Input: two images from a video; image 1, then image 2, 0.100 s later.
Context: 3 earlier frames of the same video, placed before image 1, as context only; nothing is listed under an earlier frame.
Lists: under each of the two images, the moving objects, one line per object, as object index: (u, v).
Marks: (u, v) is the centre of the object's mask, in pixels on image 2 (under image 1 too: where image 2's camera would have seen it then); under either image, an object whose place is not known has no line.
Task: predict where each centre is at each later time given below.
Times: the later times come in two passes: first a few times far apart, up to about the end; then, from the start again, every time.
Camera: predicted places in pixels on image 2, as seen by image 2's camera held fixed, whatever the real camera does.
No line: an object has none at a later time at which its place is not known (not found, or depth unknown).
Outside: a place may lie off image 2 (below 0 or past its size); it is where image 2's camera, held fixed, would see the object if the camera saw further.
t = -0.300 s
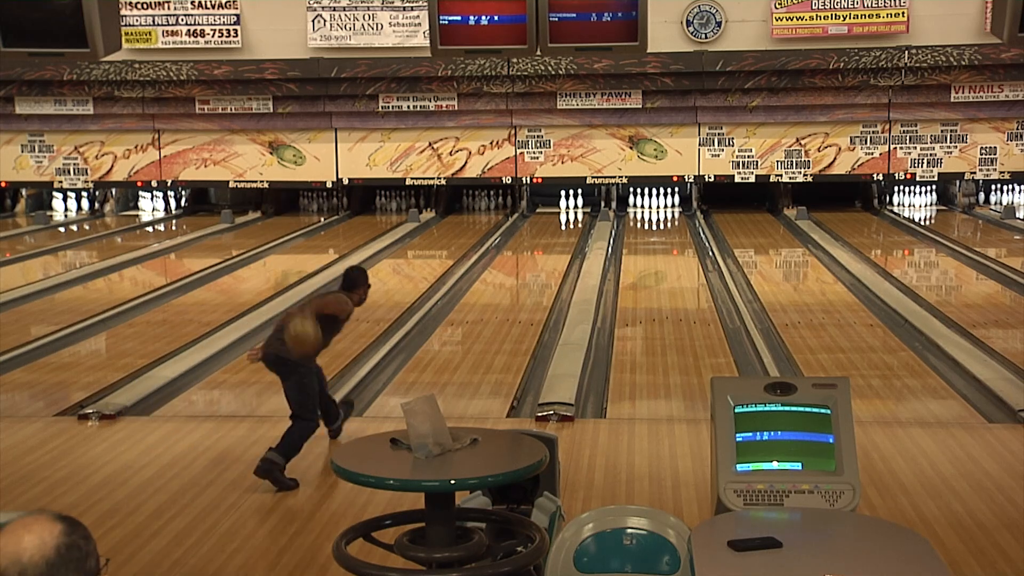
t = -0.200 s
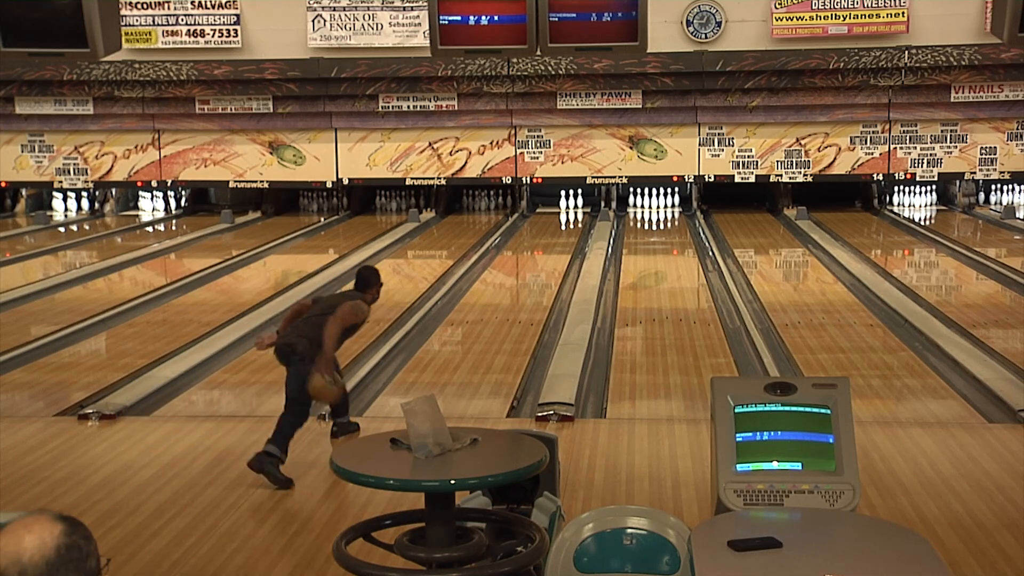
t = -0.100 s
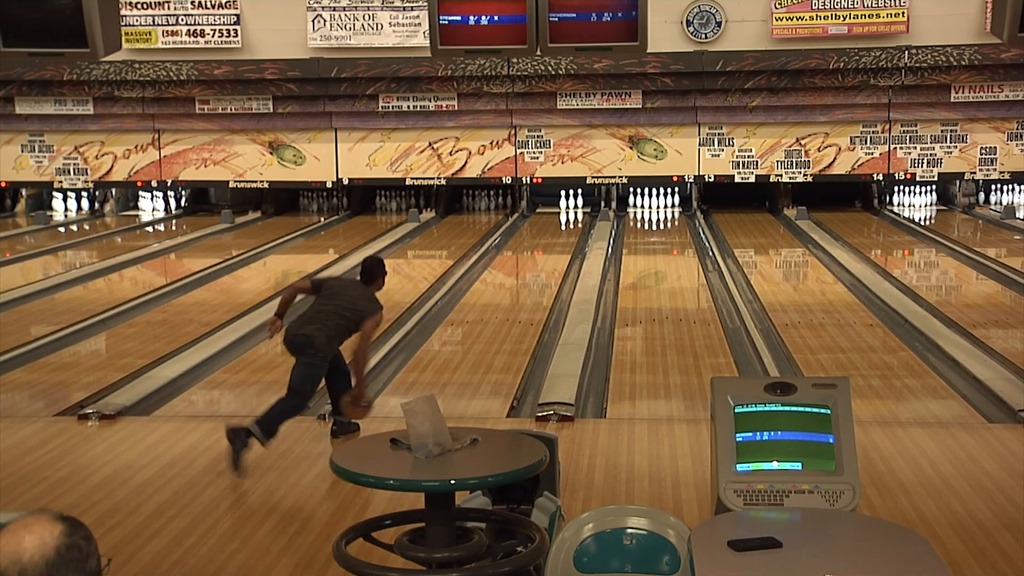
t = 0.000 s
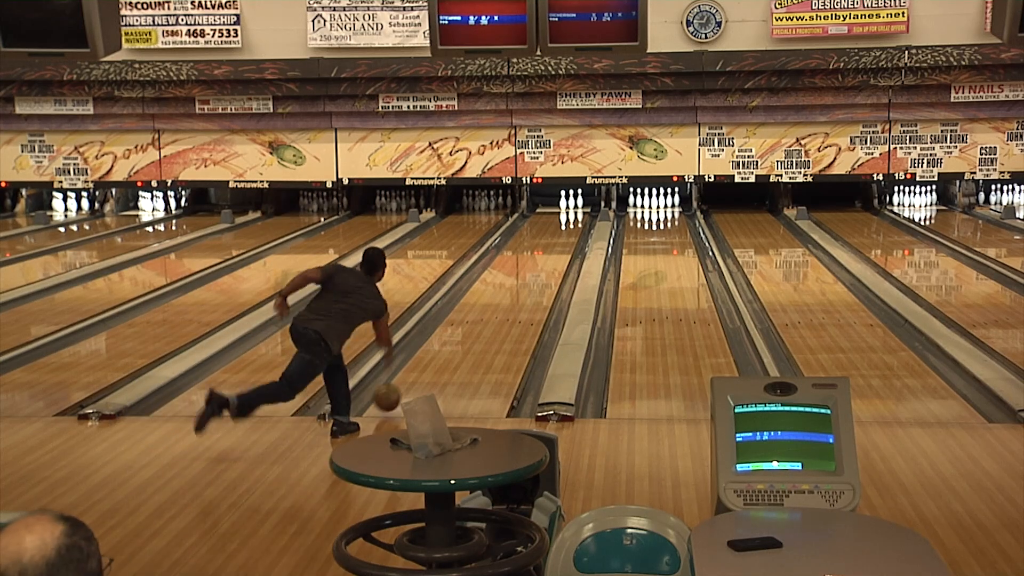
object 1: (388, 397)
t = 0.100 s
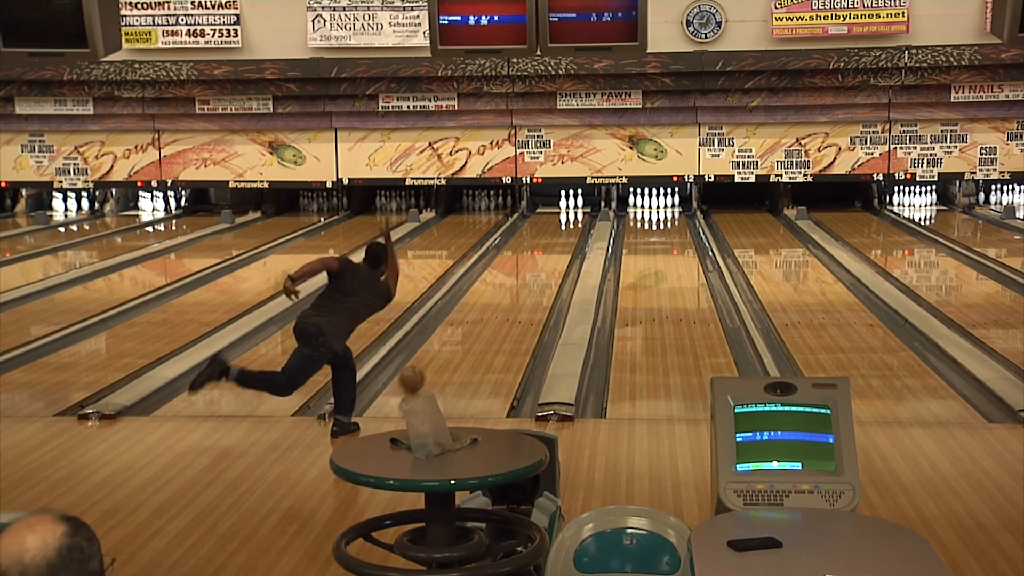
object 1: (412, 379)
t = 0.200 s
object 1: (433, 361)
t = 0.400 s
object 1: (468, 331)
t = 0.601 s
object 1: (496, 306)
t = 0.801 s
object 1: (517, 285)
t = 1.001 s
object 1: (535, 268)
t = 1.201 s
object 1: (550, 255)
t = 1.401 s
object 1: (562, 243)
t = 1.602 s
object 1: (571, 232)
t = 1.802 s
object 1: (575, 225)
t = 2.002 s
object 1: (576, 217)
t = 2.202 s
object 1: (575, 211)
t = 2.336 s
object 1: (572, 207)
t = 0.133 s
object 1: (419, 372)
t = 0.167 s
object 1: (426, 366)
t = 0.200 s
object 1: (433, 361)
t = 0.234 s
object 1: (440, 356)
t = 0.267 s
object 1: (446, 350)
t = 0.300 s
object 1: (452, 344)
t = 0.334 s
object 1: (457, 340)
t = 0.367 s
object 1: (463, 335)
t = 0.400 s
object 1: (468, 331)
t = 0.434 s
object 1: (473, 326)
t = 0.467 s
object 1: (478, 322)
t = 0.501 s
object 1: (483, 317)
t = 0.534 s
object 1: (488, 313)
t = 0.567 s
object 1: (492, 309)
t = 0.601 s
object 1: (496, 306)
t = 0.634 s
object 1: (499, 302)
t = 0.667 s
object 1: (504, 298)
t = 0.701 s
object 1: (507, 294)
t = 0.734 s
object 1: (511, 291)
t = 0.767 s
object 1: (514, 288)
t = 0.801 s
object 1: (517, 285)
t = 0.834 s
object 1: (521, 282)
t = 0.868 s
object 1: (524, 279)
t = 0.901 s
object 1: (527, 276)
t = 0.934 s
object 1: (530, 273)
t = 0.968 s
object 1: (532, 271)
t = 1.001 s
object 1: (535, 268)
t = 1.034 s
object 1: (538, 265)
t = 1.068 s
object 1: (540, 263)
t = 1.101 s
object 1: (543, 261)
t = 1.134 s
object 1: (545, 259)
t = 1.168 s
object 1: (547, 257)
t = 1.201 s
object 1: (550, 255)
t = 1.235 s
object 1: (552, 253)
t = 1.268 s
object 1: (554, 251)
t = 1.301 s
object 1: (556, 249)
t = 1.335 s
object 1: (558, 248)
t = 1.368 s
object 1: (559, 245)
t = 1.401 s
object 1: (562, 243)
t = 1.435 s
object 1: (562, 241)
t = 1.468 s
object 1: (564, 239)
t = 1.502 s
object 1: (566, 237)
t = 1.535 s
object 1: (567, 236)
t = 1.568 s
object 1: (569, 234)
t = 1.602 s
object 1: (571, 232)
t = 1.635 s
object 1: (572, 232)
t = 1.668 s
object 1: (572, 231)
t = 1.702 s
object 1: (573, 228)
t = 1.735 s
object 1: (574, 227)
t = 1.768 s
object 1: (575, 226)
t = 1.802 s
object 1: (575, 225)
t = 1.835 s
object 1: (575, 223)
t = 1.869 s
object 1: (575, 221)
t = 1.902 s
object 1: (576, 220)
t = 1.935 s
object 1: (577, 219)
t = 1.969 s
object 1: (577, 218)
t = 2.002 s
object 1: (576, 217)
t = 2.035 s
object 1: (577, 214)
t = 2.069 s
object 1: (577, 214)
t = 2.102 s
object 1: (576, 213)
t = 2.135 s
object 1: (576, 212)
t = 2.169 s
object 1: (575, 211)
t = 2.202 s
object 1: (575, 211)
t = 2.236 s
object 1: (574, 210)
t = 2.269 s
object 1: (573, 209)
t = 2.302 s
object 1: (572, 207)
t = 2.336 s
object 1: (572, 207)
